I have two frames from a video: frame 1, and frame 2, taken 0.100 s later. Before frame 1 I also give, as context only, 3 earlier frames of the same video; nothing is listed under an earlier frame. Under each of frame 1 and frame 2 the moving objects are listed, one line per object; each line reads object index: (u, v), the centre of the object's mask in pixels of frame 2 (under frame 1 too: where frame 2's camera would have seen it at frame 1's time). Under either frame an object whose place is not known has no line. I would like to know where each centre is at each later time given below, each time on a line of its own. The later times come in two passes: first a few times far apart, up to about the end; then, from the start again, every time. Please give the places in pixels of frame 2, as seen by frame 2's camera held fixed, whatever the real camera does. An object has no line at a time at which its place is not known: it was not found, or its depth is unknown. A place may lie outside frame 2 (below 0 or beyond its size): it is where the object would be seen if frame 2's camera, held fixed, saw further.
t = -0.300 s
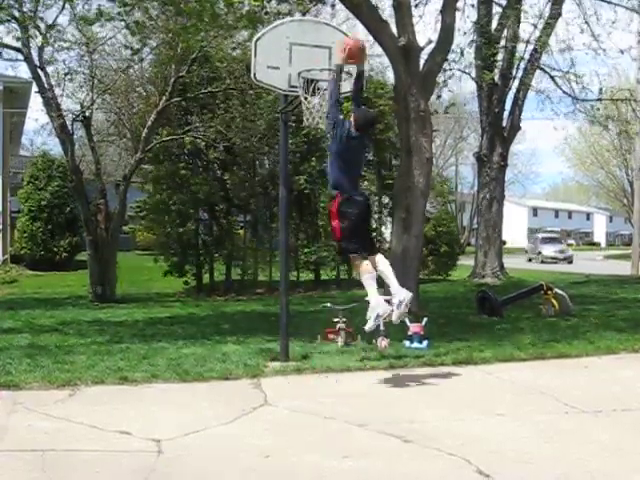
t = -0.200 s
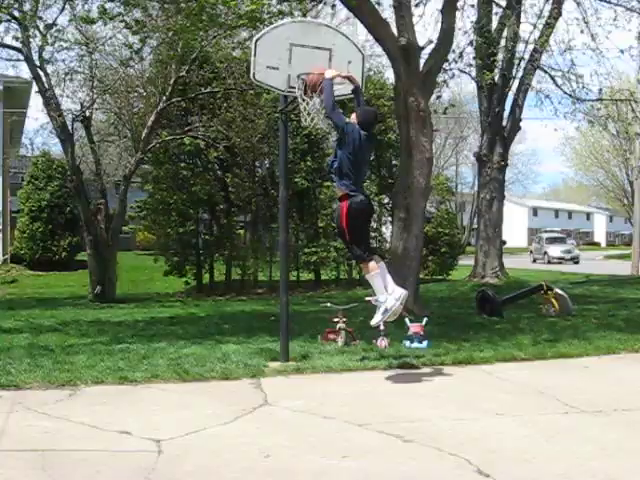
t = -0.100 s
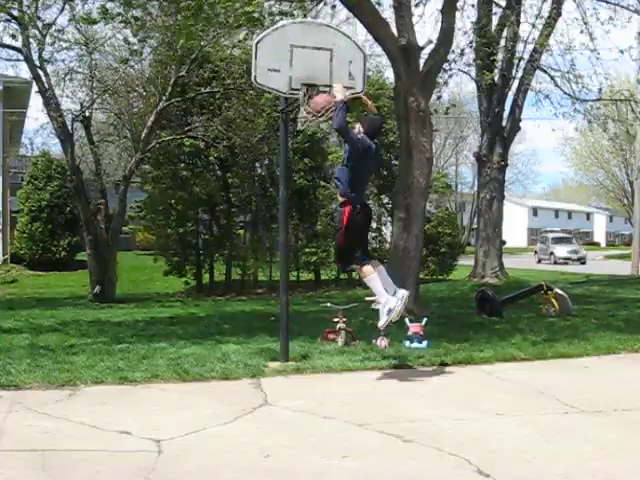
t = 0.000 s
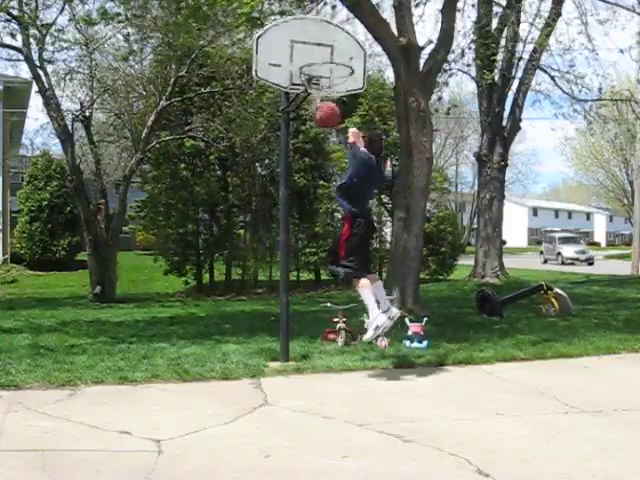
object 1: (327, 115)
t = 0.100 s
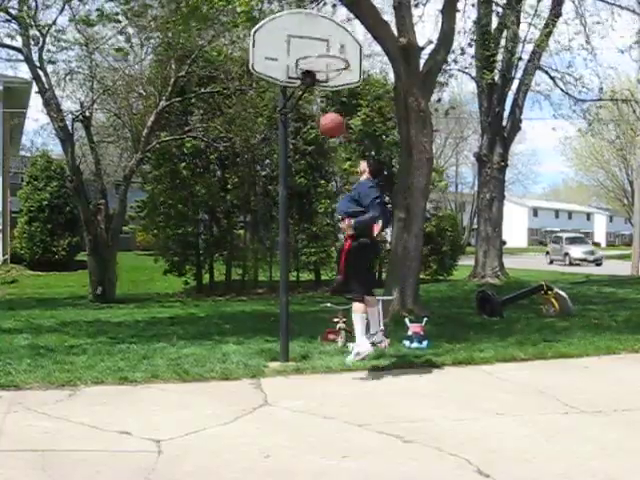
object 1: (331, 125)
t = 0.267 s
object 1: (338, 164)
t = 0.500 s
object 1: (346, 266)
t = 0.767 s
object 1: (350, 315)
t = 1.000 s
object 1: (348, 244)
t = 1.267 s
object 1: (344, 228)
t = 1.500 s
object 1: (340, 277)
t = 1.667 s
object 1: (336, 345)
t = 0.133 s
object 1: (332, 130)
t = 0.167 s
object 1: (334, 135)
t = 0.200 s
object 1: (335, 145)
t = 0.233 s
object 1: (337, 154)
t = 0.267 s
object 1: (338, 164)
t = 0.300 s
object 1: (339, 176)
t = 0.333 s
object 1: (340, 189)
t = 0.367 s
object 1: (341, 202)
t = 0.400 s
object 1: (343, 217)
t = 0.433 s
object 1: (343, 232)
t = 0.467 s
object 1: (345, 249)
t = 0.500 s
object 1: (346, 266)
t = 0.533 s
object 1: (347, 284)
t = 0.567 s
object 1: (348, 304)
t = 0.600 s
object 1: (349, 323)
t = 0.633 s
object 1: (349, 344)
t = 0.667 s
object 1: (351, 363)
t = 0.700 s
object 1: (350, 345)
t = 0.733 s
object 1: (350, 330)
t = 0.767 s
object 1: (350, 315)
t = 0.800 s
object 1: (349, 301)
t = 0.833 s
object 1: (349, 290)
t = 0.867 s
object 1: (349, 277)
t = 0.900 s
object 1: (349, 268)
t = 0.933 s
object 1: (348, 258)
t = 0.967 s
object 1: (348, 249)
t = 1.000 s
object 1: (348, 244)
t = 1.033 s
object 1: (348, 238)
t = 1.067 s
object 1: (347, 232)
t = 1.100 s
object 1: (346, 230)
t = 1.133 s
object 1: (346, 228)
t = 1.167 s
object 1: (345, 227)
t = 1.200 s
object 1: (345, 227)
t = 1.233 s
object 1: (345, 227)
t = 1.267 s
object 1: (344, 228)
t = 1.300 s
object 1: (343, 232)
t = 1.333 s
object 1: (342, 237)
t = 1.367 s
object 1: (343, 243)
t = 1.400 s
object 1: (341, 249)
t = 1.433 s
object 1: (341, 257)
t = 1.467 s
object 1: (340, 267)
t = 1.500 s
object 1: (340, 277)
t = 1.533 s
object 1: (339, 288)
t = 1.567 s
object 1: (338, 301)
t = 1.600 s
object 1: (338, 316)
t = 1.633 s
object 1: (337, 329)
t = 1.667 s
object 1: (336, 345)
